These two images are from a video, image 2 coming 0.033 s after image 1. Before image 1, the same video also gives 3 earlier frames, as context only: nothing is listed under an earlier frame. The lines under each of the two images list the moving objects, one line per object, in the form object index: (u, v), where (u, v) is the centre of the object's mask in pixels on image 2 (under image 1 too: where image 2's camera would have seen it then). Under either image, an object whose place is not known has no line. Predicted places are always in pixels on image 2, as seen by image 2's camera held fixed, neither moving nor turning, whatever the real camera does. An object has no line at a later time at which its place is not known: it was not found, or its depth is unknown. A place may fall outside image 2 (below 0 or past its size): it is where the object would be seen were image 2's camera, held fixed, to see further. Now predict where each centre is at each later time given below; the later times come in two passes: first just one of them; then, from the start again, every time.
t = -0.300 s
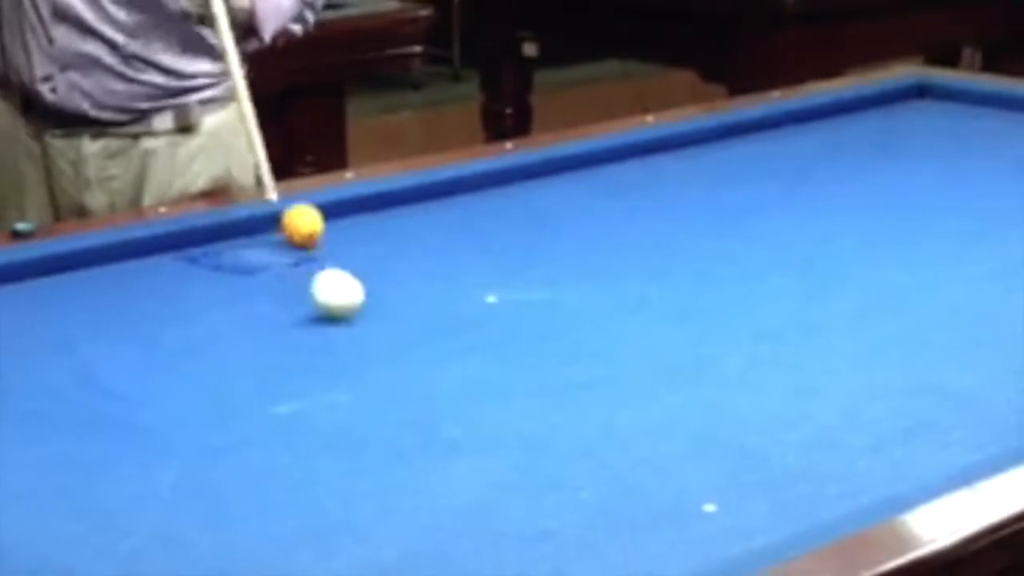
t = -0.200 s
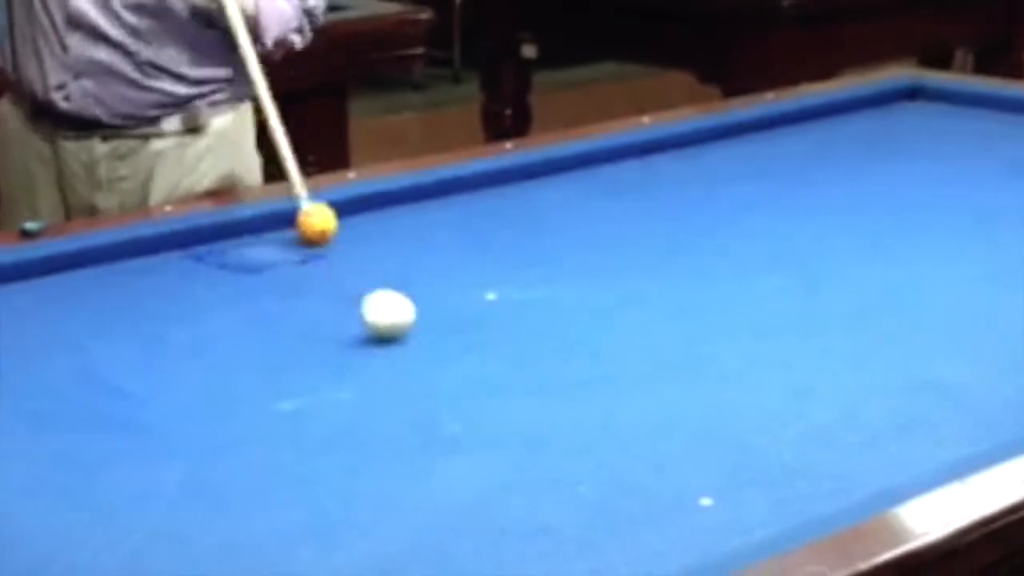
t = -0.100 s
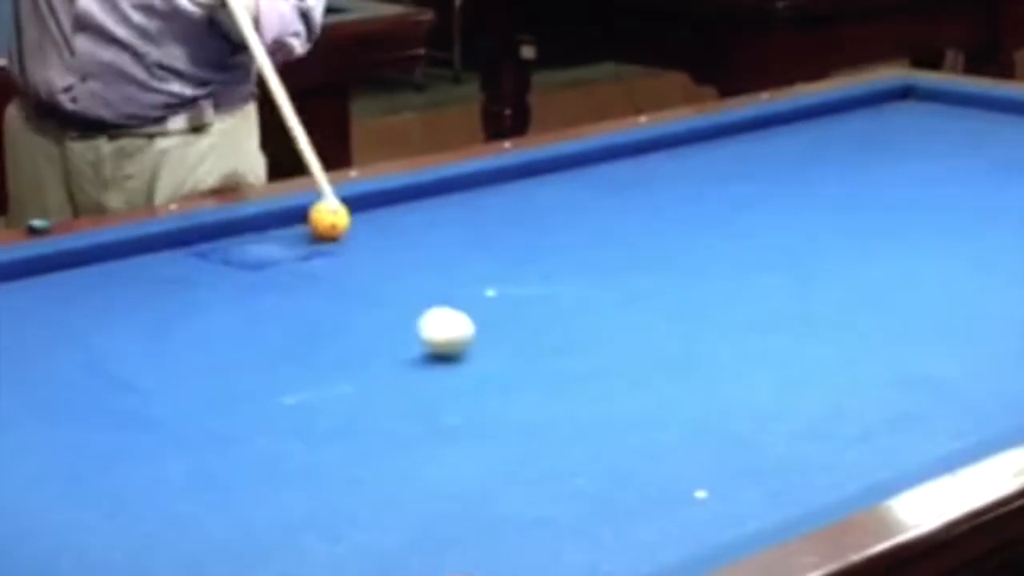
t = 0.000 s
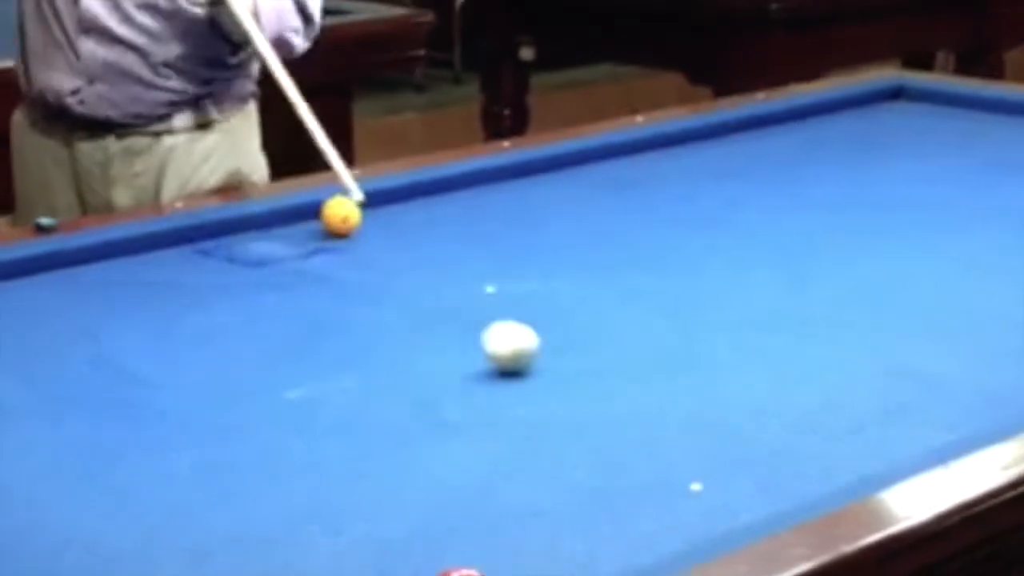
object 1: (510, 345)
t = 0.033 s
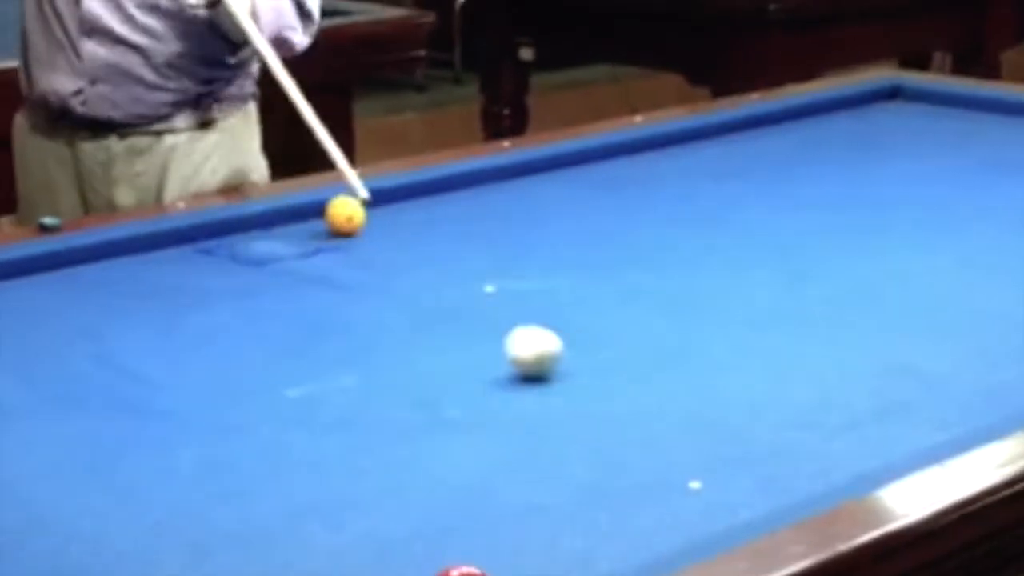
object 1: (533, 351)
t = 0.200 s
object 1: (664, 376)
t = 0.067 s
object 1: (557, 355)
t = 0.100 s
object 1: (582, 361)
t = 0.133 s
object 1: (608, 367)
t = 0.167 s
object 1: (636, 372)
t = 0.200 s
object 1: (664, 376)
